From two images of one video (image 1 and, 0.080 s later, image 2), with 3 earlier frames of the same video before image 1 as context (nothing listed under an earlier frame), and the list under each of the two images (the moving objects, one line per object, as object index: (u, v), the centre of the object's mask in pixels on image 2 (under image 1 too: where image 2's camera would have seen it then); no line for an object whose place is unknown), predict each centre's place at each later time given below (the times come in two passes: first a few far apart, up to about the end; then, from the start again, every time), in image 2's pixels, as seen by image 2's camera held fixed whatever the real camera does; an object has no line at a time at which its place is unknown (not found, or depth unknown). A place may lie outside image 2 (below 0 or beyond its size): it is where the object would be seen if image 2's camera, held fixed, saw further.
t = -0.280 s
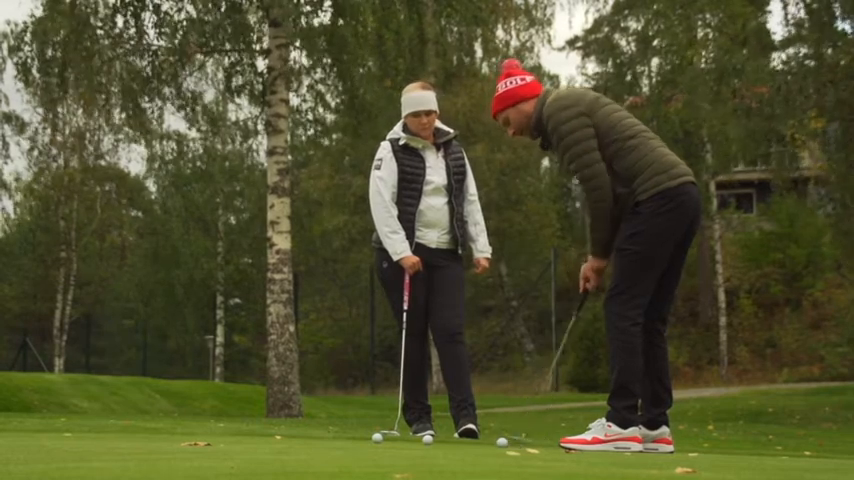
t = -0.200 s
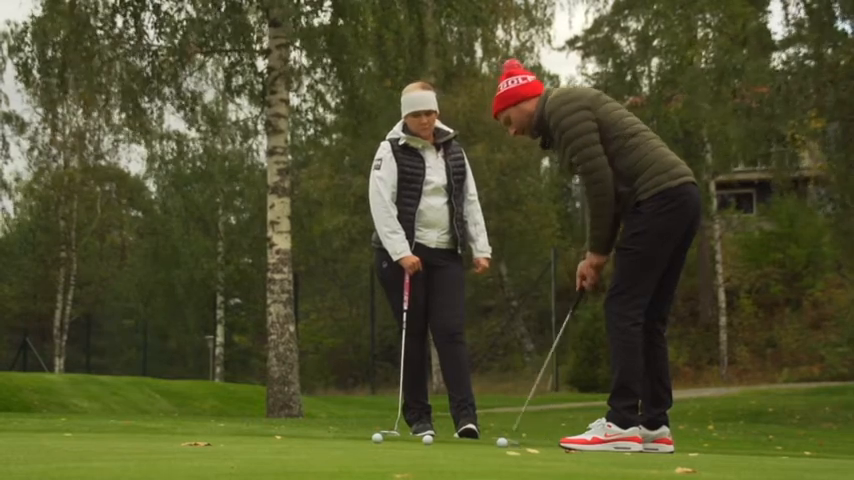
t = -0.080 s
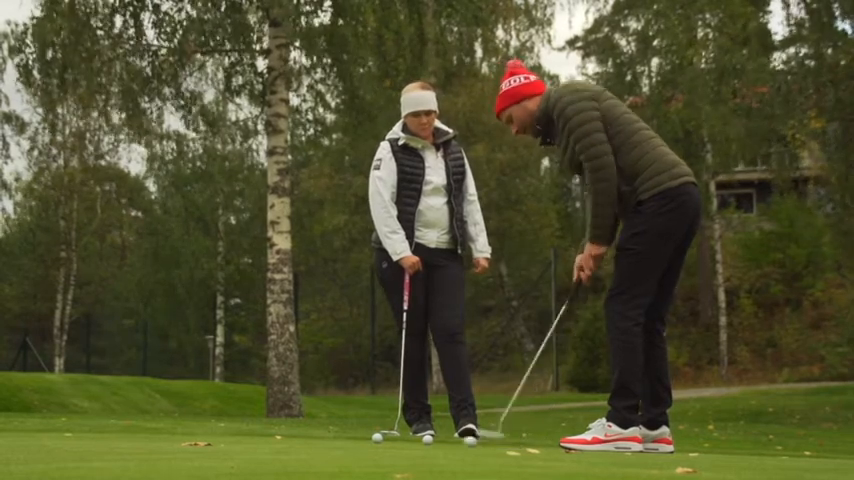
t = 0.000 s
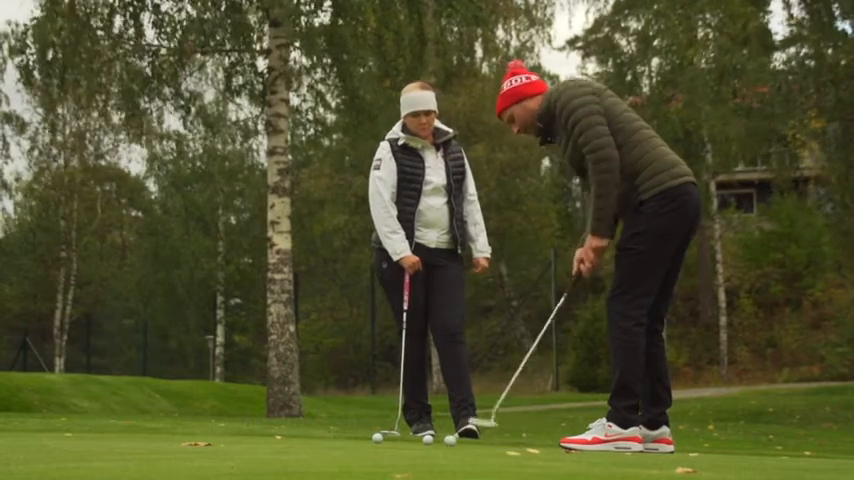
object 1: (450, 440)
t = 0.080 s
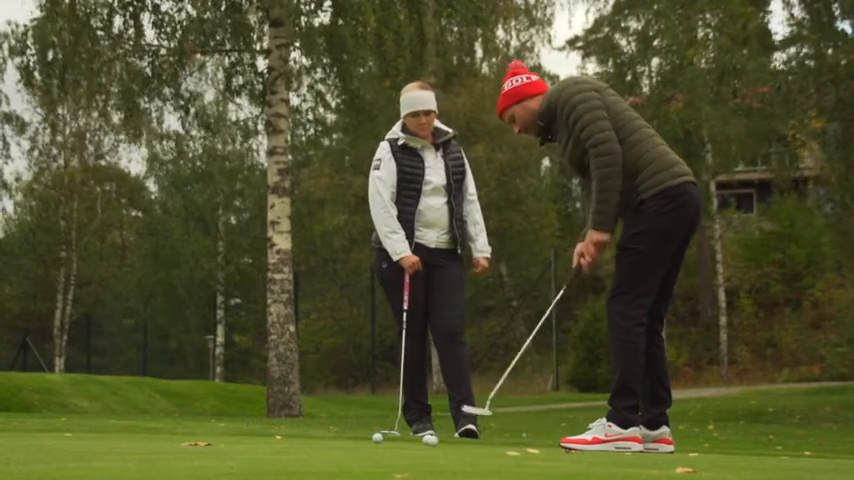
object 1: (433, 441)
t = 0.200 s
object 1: (402, 440)
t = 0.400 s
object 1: (350, 440)
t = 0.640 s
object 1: (282, 441)
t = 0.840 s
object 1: (221, 442)
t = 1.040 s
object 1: (154, 444)
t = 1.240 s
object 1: (76, 446)
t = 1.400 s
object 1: (8, 448)
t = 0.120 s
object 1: (421, 440)
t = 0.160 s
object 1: (411, 440)
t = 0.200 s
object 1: (402, 440)
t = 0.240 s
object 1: (392, 439)
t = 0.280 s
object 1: (381, 439)
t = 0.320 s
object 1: (370, 439)
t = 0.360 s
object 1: (360, 440)
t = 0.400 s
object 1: (350, 440)
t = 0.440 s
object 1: (339, 440)
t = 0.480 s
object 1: (328, 440)
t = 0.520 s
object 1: (317, 440)
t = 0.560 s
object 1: (305, 440)
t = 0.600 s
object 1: (294, 441)
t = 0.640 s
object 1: (282, 441)
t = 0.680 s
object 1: (270, 441)
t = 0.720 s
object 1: (258, 440)
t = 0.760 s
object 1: (246, 441)
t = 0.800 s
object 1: (233, 441)
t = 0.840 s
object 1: (221, 442)
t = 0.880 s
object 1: (207, 442)
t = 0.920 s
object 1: (195, 443)
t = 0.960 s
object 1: (181, 443)
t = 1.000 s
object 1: (167, 443)
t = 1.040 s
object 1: (154, 444)
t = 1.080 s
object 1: (139, 444)
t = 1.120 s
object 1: (124, 445)
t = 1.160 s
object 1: (109, 445)
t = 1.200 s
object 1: (92, 445)
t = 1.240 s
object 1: (76, 446)
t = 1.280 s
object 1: (58, 447)
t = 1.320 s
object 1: (41, 447)
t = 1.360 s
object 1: (23, 447)
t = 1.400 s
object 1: (8, 448)
